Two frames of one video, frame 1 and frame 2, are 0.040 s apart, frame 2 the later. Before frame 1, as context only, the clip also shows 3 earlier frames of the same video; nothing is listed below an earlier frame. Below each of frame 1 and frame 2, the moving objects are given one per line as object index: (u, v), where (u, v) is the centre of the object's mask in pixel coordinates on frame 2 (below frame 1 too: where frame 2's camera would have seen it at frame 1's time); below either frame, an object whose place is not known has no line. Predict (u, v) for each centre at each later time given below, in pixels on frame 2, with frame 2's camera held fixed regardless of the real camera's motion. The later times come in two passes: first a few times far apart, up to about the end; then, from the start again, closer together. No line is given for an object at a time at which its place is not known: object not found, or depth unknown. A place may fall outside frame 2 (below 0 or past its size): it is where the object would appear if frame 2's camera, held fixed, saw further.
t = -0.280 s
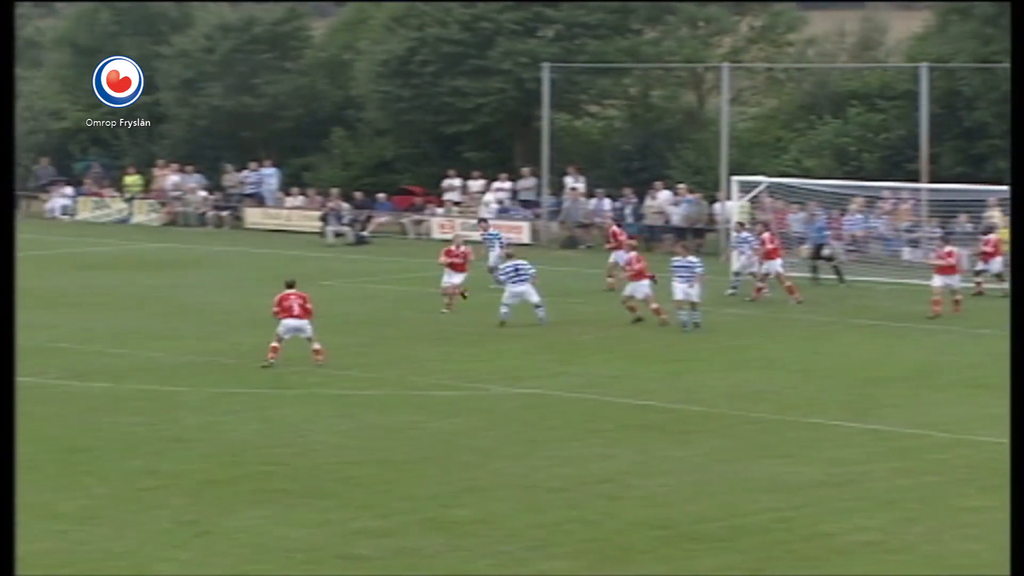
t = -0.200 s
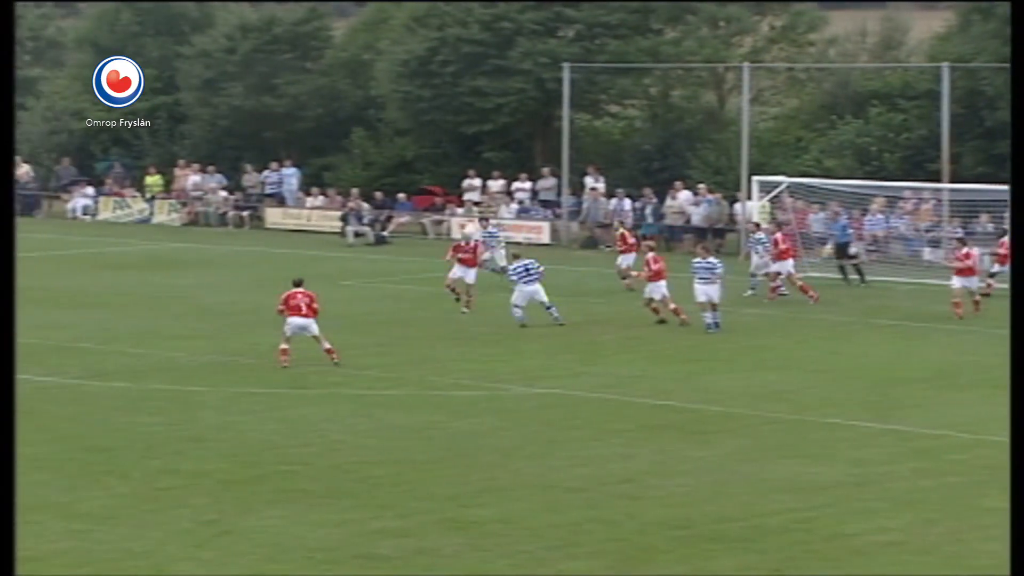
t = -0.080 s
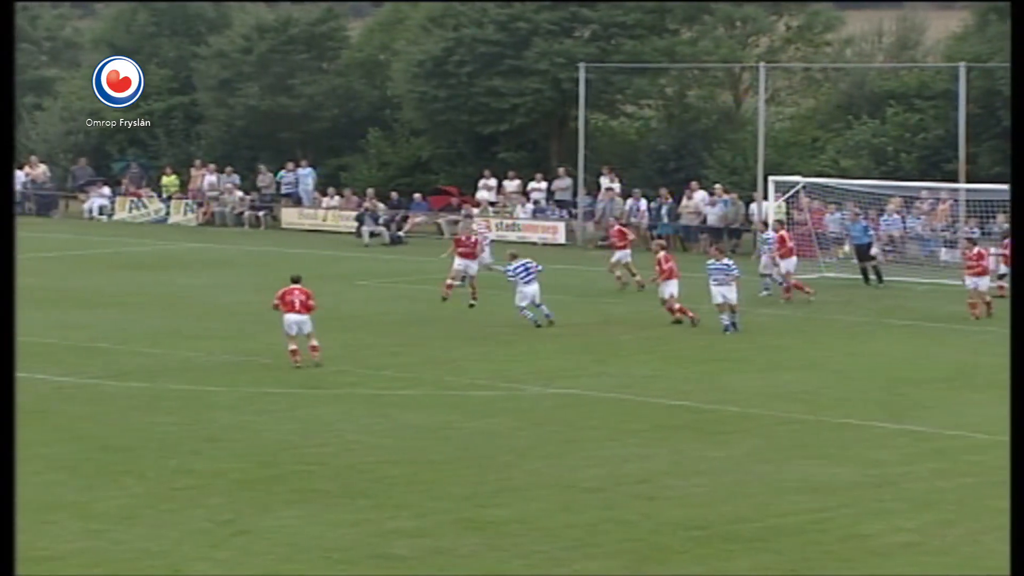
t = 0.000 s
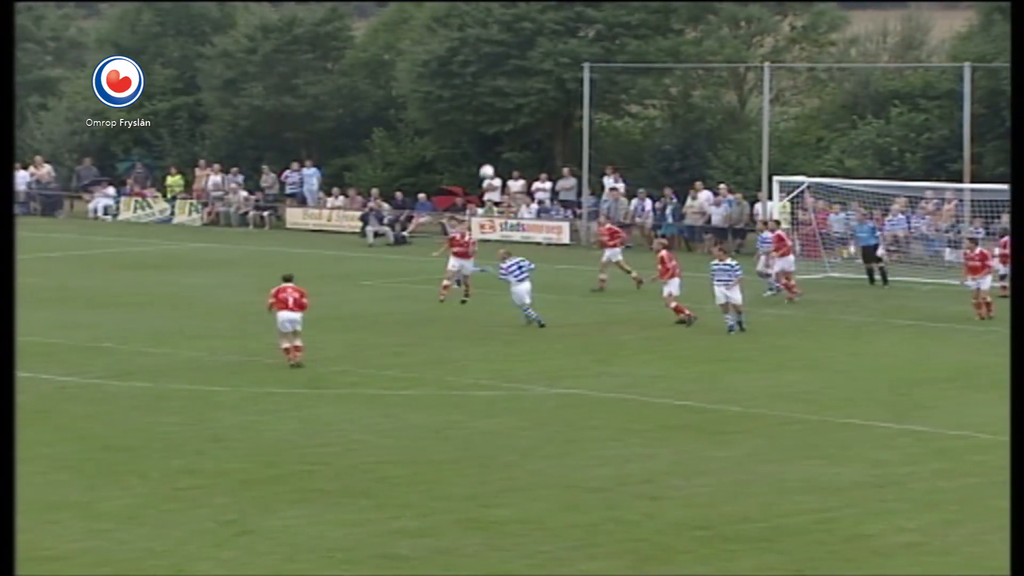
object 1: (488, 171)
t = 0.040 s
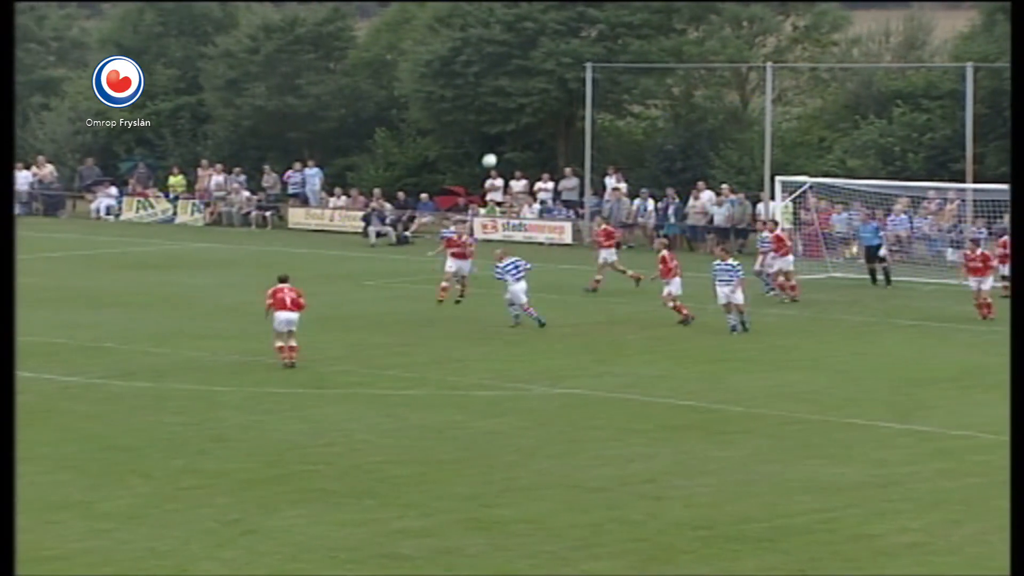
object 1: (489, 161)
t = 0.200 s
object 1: (490, 122)
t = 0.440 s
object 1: (488, 84)
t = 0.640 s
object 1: (489, 74)
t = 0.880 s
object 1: (486, 95)
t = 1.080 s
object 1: (479, 144)
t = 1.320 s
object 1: (465, 246)
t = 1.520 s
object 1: (448, 372)
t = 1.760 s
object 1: (416, 587)
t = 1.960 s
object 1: (408, 516)
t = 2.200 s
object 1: (400, 473)
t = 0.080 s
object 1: (489, 150)
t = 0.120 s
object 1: (489, 140)
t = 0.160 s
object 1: (490, 131)
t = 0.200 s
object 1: (490, 122)
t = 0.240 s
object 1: (489, 115)
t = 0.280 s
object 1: (488, 107)
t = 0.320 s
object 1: (488, 100)
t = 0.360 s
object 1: (488, 94)
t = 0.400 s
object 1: (488, 88)
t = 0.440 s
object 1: (488, 84)
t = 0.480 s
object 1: (489, 80)
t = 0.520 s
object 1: (489, 77)
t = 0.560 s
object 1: (489, 75)
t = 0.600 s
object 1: (489, 74)
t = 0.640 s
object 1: (489, 74)
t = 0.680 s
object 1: (489, 75)
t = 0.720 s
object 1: (489, 77)
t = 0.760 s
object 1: (489, 80)
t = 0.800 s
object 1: (487, 84)
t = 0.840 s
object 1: (487, 89)
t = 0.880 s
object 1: (486, 95)
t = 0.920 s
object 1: (485, 102)
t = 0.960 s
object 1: (483, 111)
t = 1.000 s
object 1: (482, 120)
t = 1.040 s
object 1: (481, 131)
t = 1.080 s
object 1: (479, 144)
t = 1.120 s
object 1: (477, 157)
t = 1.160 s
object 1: (475, 172)
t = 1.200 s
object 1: (474, 189)
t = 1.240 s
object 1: (471, 206)
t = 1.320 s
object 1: (465, 246)
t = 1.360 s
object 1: (463, 267)
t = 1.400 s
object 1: (459, 292)
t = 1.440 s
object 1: (456, 316)
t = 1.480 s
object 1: (452, 344)
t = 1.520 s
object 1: (448, 372)
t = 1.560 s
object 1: (444, 403)
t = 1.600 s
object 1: (439, 437)
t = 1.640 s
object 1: (434, 471)
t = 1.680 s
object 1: (428, 508)
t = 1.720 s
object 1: (422, 549)
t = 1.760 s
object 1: (416, 587)
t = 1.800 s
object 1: (413, 574)
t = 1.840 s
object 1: (412, 558)
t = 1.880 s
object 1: (411, 542)
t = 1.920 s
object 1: (409, 529)
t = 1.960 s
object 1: (408, 516)
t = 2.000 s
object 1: (406, 506)
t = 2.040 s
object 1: (405, 496)
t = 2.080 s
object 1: (404, 488)
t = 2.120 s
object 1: (402, 482)
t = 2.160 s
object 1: (401, 476)
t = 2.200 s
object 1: (400, 473)
